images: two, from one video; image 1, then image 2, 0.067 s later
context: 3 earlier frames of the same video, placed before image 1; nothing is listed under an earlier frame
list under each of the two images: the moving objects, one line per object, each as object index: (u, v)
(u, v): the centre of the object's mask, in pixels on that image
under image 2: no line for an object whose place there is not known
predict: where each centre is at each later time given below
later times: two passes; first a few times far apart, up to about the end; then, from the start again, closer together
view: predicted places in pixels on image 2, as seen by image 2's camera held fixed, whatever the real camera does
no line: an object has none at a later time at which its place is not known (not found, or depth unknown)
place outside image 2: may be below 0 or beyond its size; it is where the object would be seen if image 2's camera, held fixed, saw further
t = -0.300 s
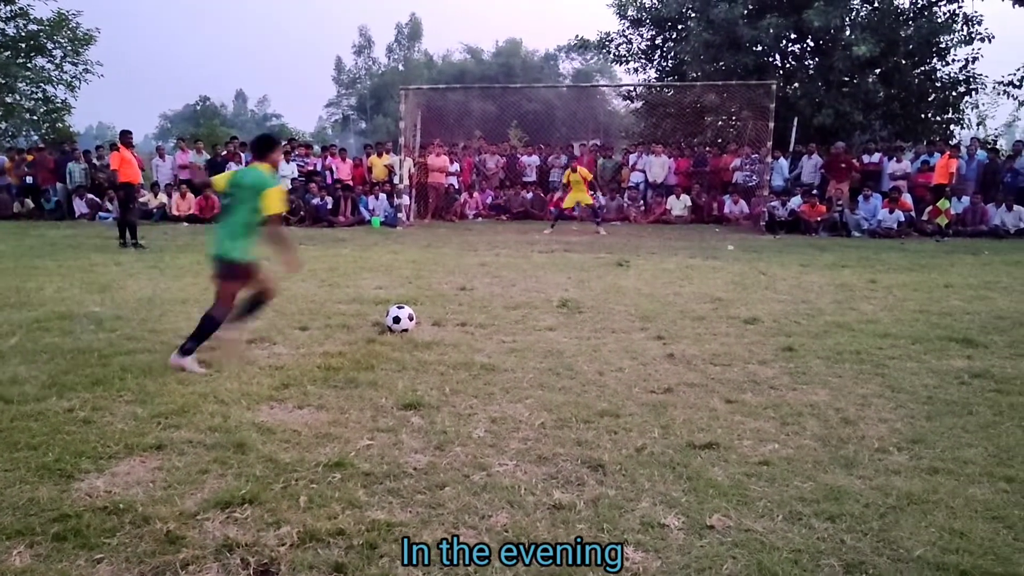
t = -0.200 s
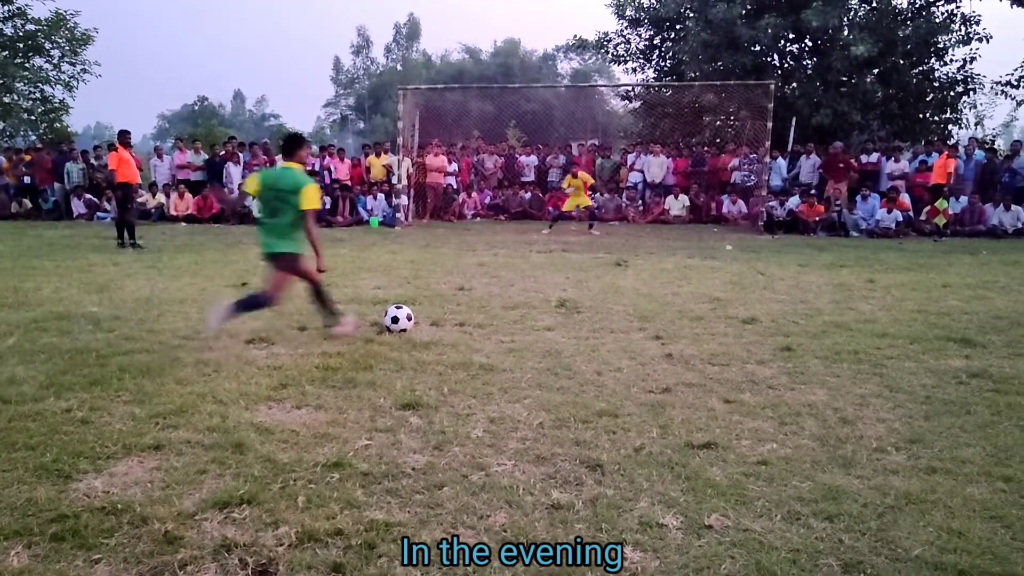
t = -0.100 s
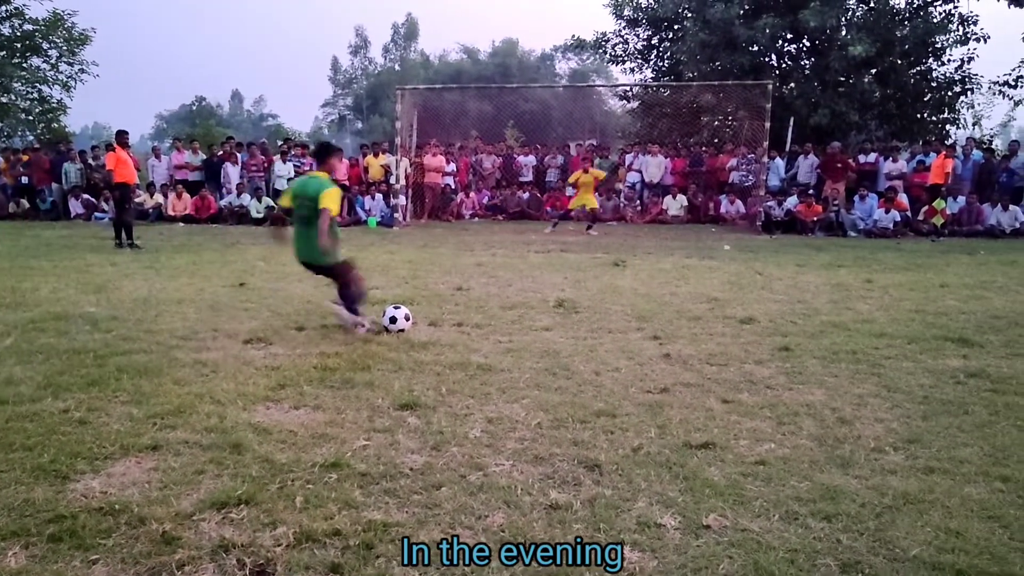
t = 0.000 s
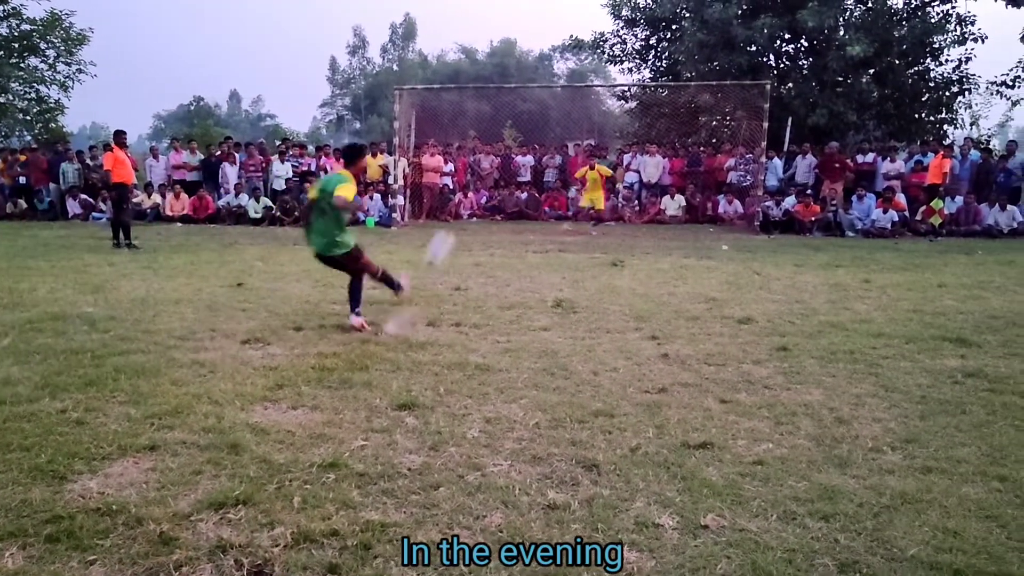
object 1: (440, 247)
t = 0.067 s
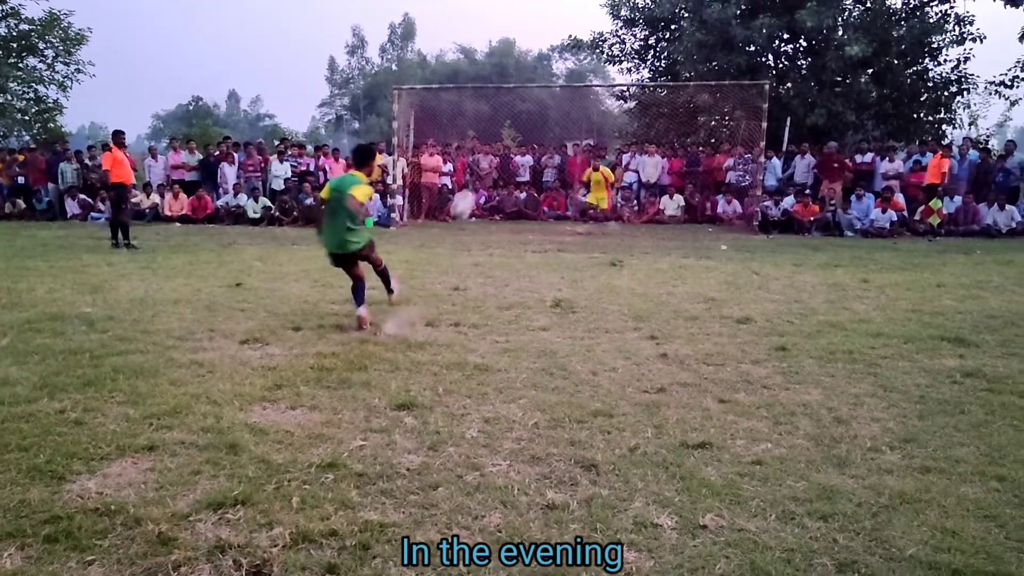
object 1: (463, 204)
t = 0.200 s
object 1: (488, 152)
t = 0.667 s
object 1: (495, 162)
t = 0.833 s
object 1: (490, 217)
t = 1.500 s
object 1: (482, 211)
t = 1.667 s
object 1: (476, 212)
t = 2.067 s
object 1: (459, 219)
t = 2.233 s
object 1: (452, 218)
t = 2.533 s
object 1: (439, 223)
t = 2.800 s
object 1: (425, 225)
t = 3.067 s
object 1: (414, 225)
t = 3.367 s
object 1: (403, 225)
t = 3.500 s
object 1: (399, 226)
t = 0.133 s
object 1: (479, 173)
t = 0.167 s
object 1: (484, 163)
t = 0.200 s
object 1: (488, 152)
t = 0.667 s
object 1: (495, 162)
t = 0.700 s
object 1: (493, 173)
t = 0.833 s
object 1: (490, 217)
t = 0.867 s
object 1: (490, 212)
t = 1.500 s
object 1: (482, 211)
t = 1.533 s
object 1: (481, 216)
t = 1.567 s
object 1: (480, 220)
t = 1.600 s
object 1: (479, 218)
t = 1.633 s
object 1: (478, 215)
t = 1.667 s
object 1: (476, 212)
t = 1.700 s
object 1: (475, 210)
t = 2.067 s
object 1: (459, 219)
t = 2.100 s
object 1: (458, 223)
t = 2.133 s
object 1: (457, 222)
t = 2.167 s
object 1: (455, 220)
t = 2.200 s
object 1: (453, 218)
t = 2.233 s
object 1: (452, 218)
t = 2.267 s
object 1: (451, 217)
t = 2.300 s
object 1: (449, 217)
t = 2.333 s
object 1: (448, 218)
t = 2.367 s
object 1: (446, 219)
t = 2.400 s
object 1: (445, 221)
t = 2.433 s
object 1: (443, 223)
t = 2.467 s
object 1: (442, 225)
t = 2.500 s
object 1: (440, 224)
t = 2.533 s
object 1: (439, 223)
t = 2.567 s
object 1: (437, 223)
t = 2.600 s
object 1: (435, 223)
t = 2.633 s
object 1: (433, 224)
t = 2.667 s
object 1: (431, 225)
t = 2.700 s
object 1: (430, 225)
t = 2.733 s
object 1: (428, 224)
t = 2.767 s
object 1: (426, 225)
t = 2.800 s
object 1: (425, 225)
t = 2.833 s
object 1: (424, 224)
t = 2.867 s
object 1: (422, 225)
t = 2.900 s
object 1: (421, 225)
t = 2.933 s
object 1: (419, 225)
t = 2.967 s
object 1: (418, 225)
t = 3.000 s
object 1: (417, 225)
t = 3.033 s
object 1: (415, 225)
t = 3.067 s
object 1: (414, 225)
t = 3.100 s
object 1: (412, 225)
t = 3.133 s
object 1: (411, 225)
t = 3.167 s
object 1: (410, 225)
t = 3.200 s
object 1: (409, 225)
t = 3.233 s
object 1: (407, 225)
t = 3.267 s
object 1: (406, 225)
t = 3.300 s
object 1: (405, 225)
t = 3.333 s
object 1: (404, 225)
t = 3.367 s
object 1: (403, 225)
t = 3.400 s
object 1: (402, 225)
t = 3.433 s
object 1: (401, 225)
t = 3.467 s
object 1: (400, 226)
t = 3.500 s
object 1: (399, 226)
